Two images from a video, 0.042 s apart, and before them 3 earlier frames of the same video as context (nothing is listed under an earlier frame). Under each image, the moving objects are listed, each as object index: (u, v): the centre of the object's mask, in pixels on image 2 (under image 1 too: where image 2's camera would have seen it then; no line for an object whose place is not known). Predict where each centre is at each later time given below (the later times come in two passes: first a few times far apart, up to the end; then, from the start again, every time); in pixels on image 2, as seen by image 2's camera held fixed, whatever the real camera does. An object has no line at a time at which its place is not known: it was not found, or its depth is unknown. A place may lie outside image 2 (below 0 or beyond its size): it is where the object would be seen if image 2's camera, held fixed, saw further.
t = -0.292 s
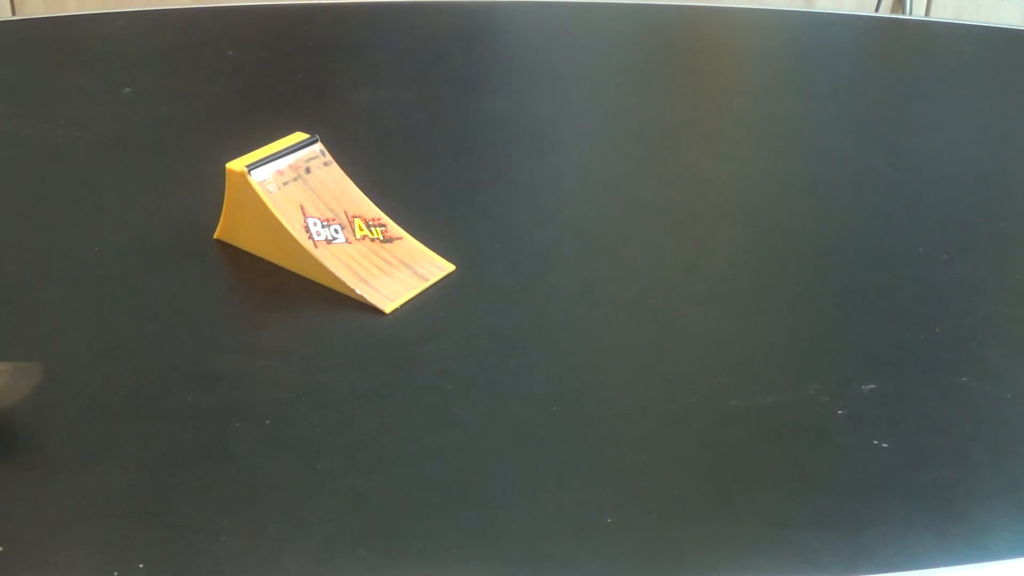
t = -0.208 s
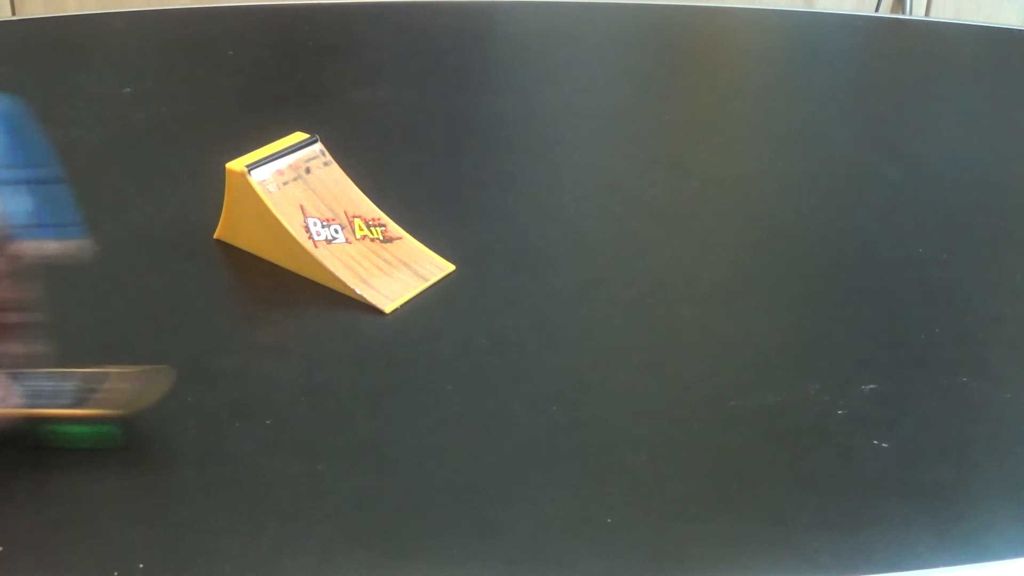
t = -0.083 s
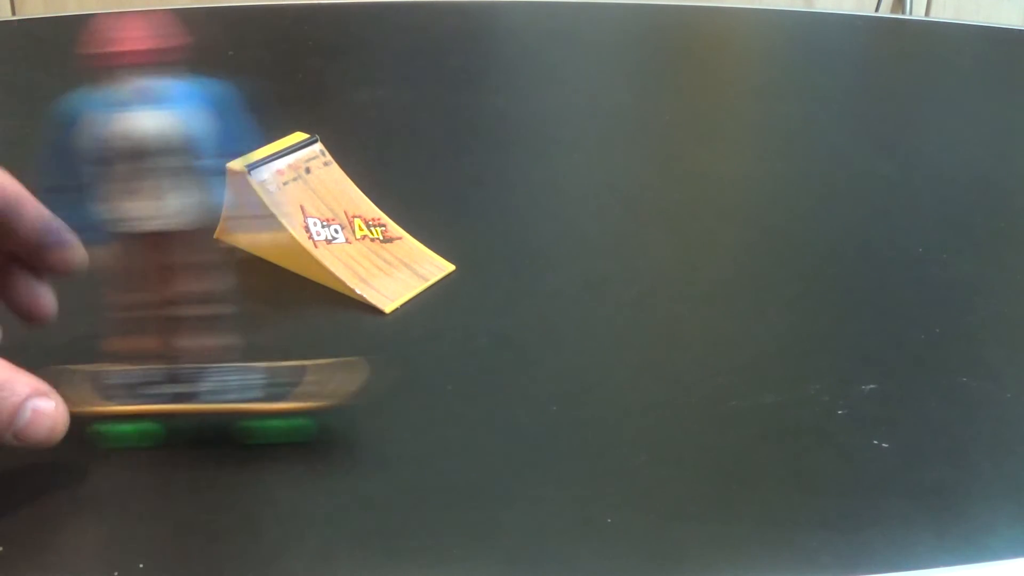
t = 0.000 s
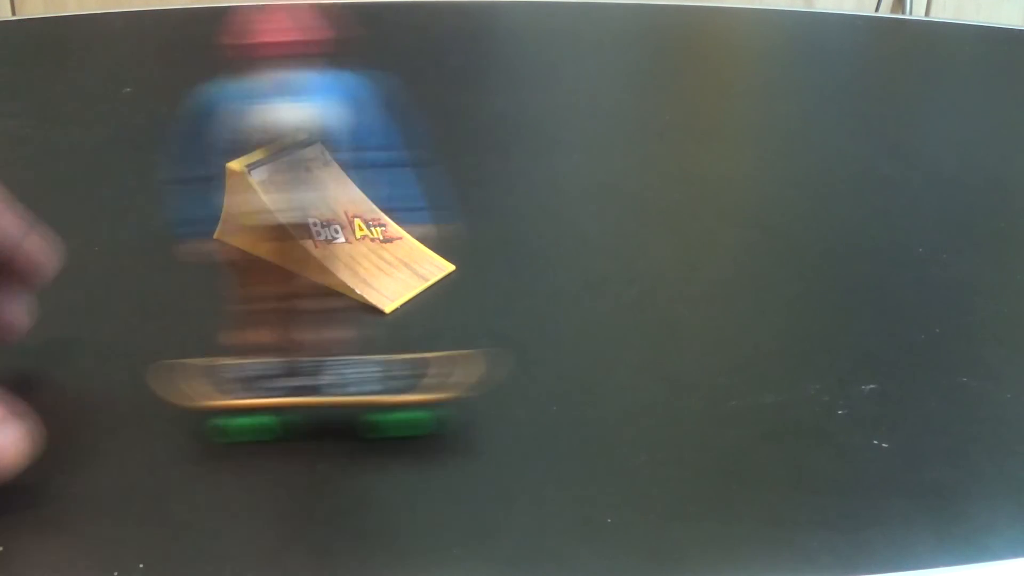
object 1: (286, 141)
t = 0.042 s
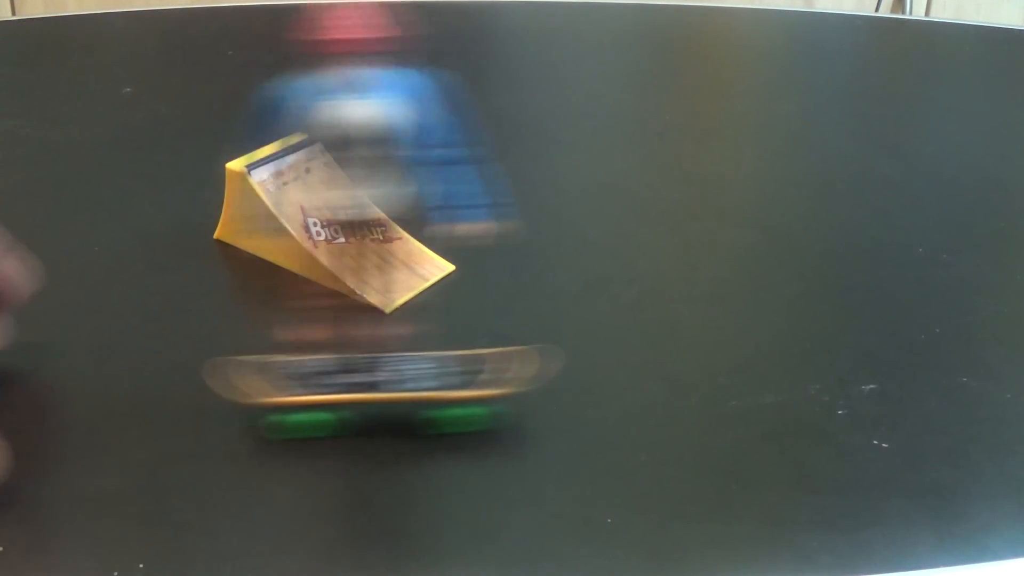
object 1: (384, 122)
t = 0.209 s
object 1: (582, 176)
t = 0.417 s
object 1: (775, 166)
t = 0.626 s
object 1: (902, 167)
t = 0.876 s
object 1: (966, 191)
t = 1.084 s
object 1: (984, 210)
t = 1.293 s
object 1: (984, 212)
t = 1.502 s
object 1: (984, 212)
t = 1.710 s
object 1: (984, 212)
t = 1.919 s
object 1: (984, 212)
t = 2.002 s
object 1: (984, 212)
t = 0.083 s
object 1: (438, 164)
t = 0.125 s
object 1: (485, 174)
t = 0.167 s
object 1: (533, 177)
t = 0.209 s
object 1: (582, 176)
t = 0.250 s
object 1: (628, 175)
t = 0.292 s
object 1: (670, 171)
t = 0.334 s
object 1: (709, 170)
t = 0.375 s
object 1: (742, 167)
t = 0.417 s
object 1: (775, 166)
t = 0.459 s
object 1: (805, 166)
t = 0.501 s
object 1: (833, 166)
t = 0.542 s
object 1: (858, 167)
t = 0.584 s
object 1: (881, 168)
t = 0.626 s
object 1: (902, 167)
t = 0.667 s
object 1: (921, 167)
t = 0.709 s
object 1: (934, 168)
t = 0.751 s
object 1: (944, 171)
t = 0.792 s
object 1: (952, 177)
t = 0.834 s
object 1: (959, 184)
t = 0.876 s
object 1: (966, 191)
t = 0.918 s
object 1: (972, 197)
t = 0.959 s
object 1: (976, 203)
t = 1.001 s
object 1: (979, 206)
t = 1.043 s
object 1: (982, 208)
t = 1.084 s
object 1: (984, 210)
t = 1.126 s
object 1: (984, 211)
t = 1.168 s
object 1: (985, 210)
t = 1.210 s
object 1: (984, 212)
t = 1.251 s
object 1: (984, 212)
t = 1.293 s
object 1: (984, 212)
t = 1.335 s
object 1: (984, 212)
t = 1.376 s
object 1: (984, 212)
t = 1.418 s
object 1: (984, 212)
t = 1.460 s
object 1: (984, 212)
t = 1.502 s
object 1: (984, 212)
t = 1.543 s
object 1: (984, 212)
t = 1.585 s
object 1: (984, 212)
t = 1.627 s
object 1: (984, 212)
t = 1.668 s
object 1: (984, 212)
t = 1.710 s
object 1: (984, 212)
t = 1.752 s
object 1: (984, 212)
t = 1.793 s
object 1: (984, 212)
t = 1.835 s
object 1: (984, 212)
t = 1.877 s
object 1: (984, 212)
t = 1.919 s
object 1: (984, 212)
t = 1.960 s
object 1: (984, 212)
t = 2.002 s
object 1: (984, 212)
